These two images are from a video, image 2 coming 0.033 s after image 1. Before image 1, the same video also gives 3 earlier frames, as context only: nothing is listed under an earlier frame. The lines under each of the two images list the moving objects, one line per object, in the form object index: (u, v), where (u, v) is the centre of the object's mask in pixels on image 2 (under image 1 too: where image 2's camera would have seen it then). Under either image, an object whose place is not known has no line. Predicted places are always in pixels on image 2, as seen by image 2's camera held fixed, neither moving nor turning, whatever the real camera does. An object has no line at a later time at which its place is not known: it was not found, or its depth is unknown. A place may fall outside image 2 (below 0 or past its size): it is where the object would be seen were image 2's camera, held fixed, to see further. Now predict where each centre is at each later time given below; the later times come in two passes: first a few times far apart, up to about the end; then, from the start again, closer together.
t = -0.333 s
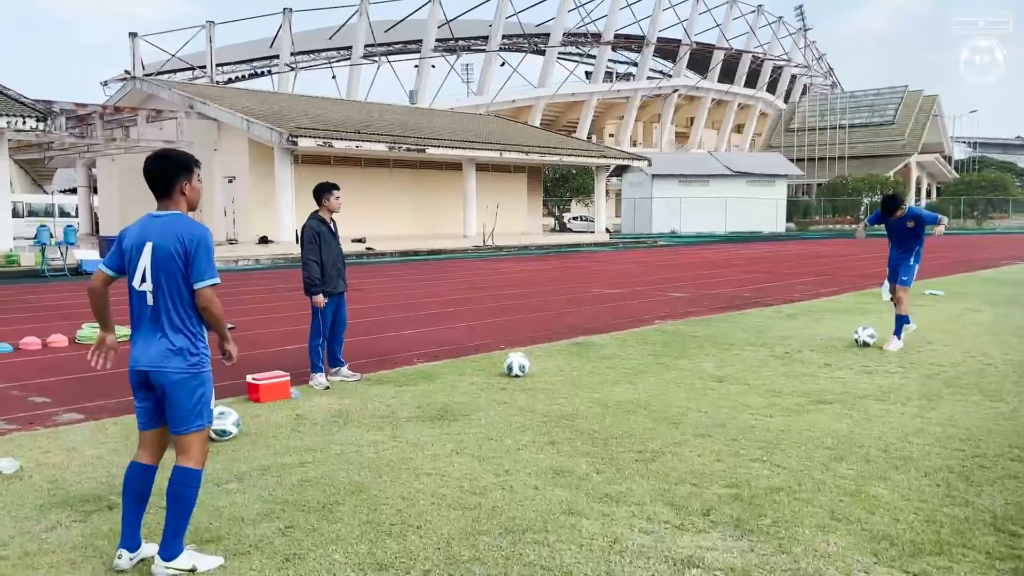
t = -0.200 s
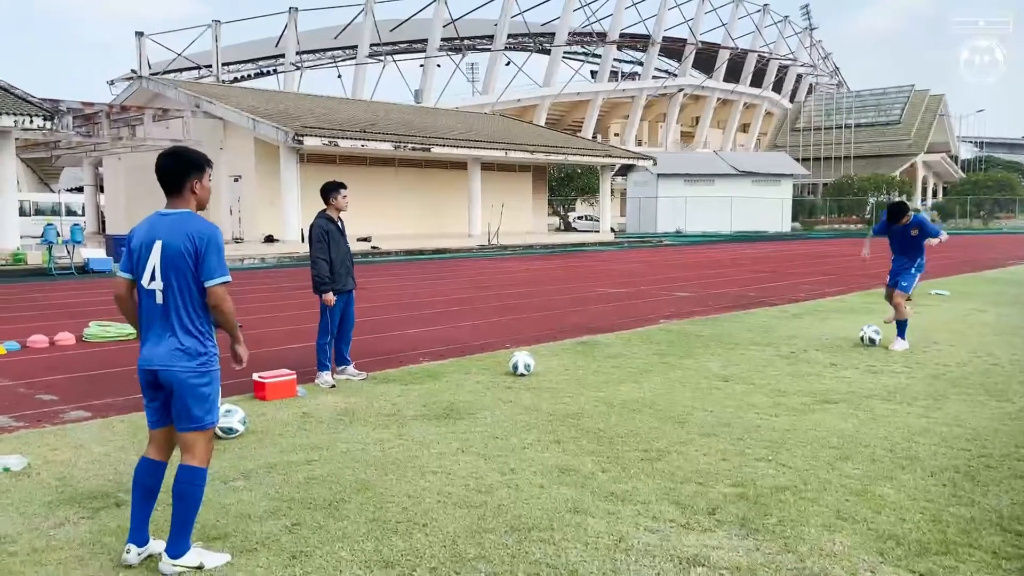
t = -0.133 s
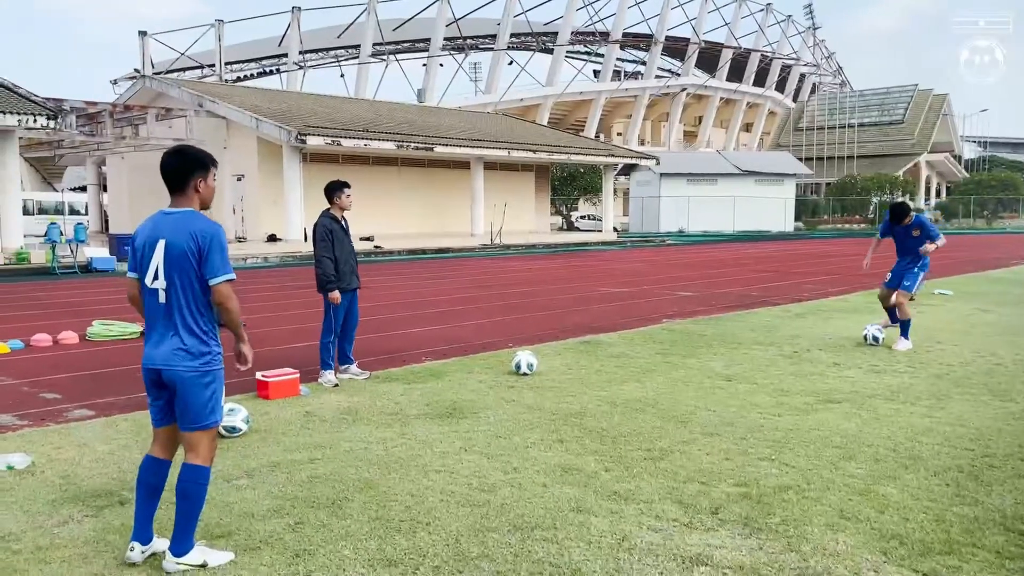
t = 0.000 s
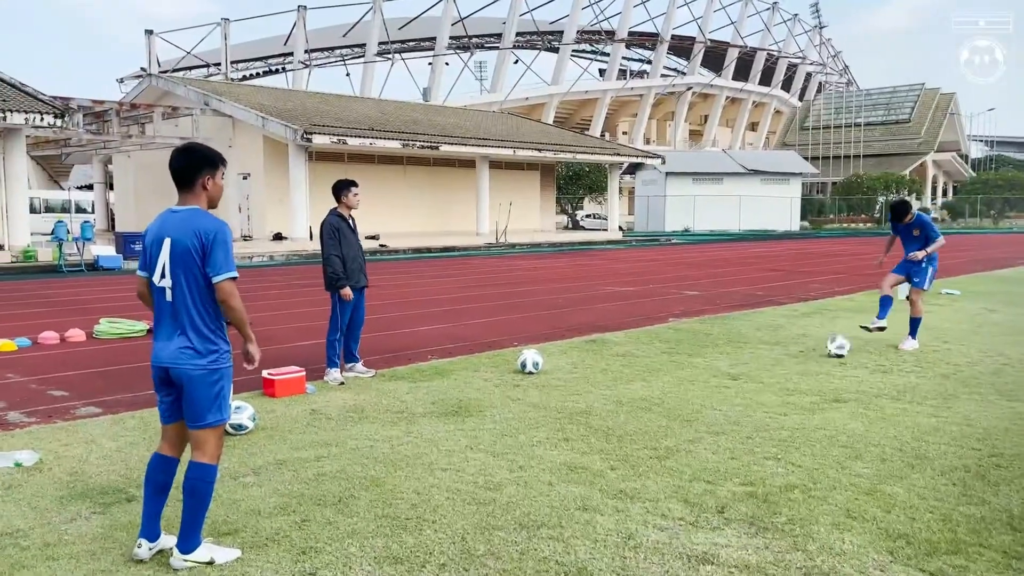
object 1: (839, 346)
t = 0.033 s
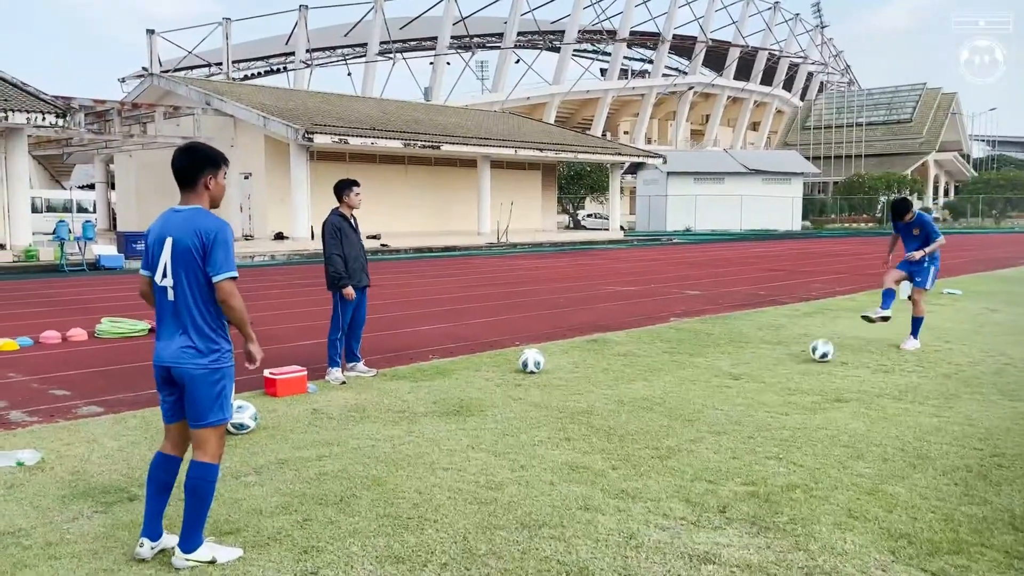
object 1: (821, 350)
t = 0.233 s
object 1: (697, 381)
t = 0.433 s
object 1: (536, 422)
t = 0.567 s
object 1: (401, 455)
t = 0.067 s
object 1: (803, 355)
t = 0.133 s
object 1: (765, 364)
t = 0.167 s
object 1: (743, 369)
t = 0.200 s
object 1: (721, 375)
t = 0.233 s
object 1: (697, 381)
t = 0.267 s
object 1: (673, 386)
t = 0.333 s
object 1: (622, 399)
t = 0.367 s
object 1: (594, 407)
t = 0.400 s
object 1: (566, 415)
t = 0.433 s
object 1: (536, 422)
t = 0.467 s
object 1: (503, 430)
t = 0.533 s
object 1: (437, 446)
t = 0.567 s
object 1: (401, 455)
